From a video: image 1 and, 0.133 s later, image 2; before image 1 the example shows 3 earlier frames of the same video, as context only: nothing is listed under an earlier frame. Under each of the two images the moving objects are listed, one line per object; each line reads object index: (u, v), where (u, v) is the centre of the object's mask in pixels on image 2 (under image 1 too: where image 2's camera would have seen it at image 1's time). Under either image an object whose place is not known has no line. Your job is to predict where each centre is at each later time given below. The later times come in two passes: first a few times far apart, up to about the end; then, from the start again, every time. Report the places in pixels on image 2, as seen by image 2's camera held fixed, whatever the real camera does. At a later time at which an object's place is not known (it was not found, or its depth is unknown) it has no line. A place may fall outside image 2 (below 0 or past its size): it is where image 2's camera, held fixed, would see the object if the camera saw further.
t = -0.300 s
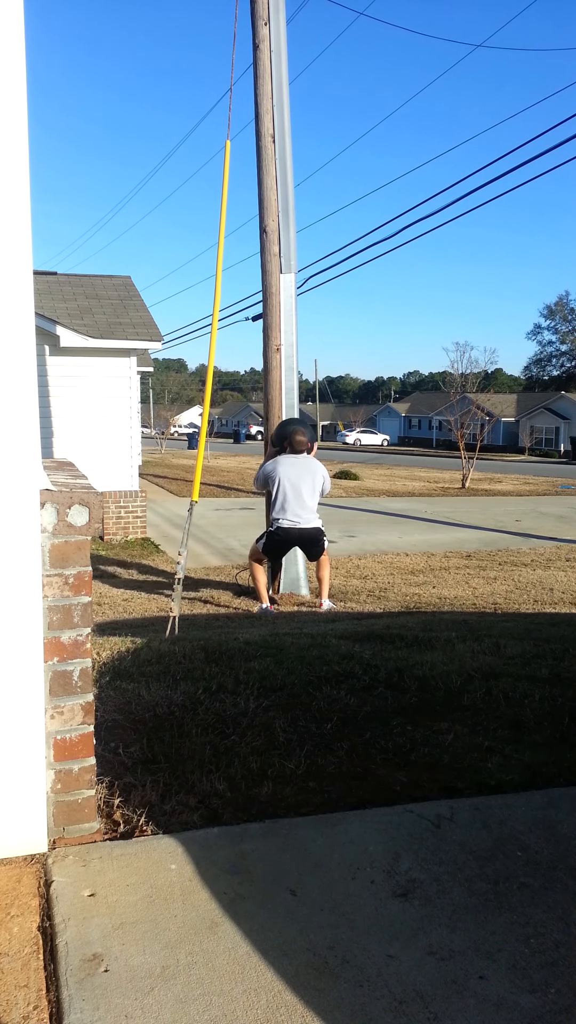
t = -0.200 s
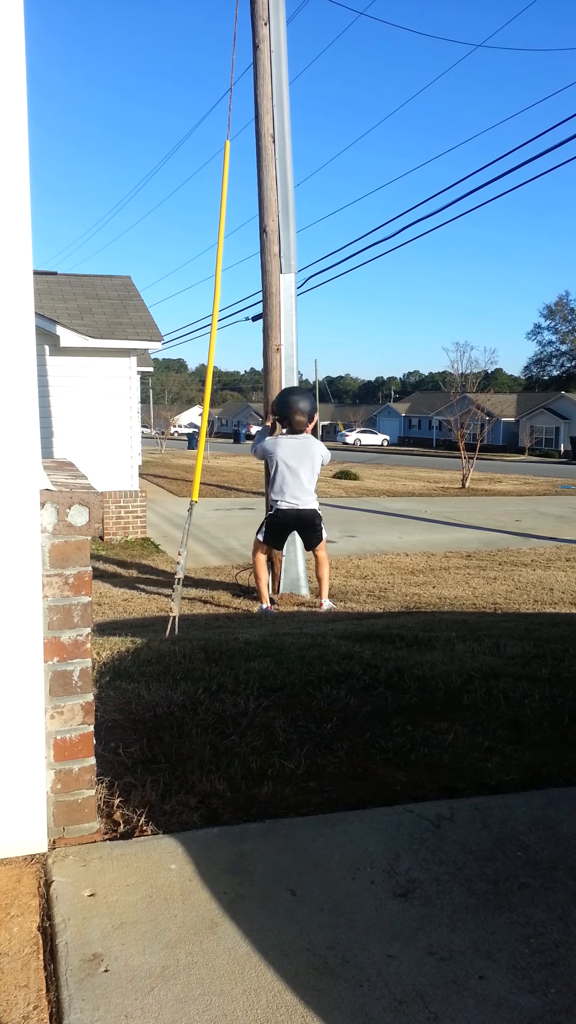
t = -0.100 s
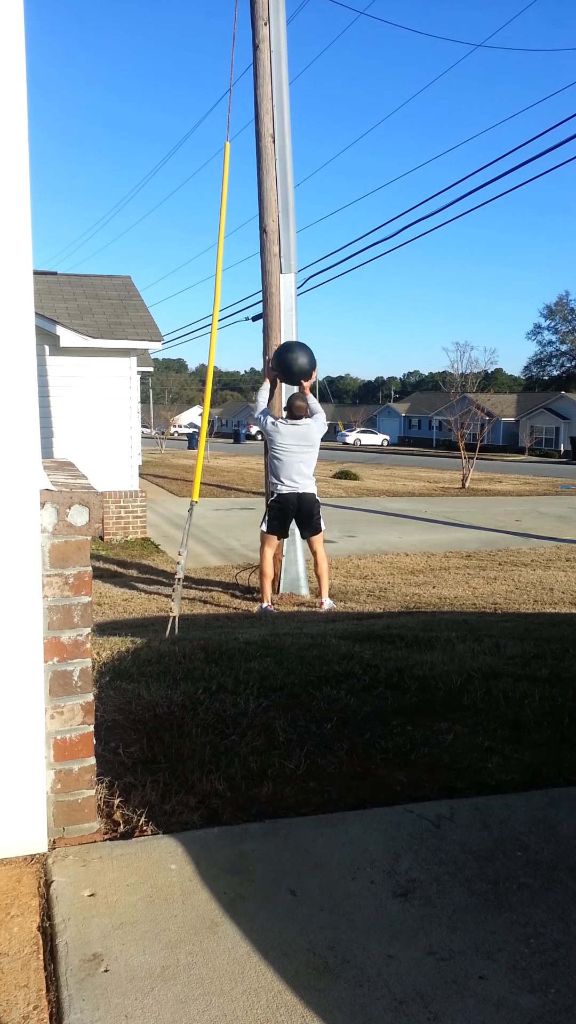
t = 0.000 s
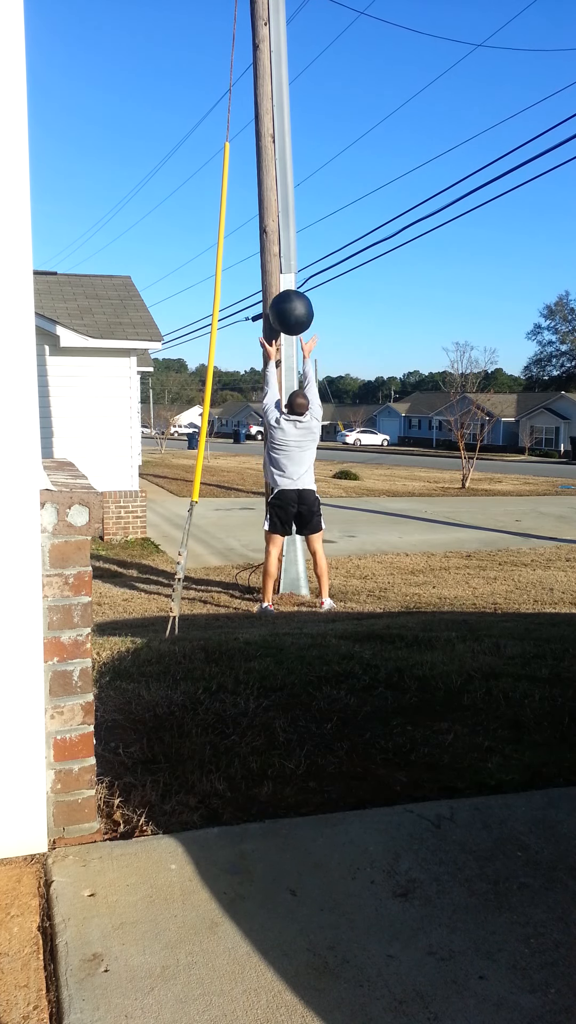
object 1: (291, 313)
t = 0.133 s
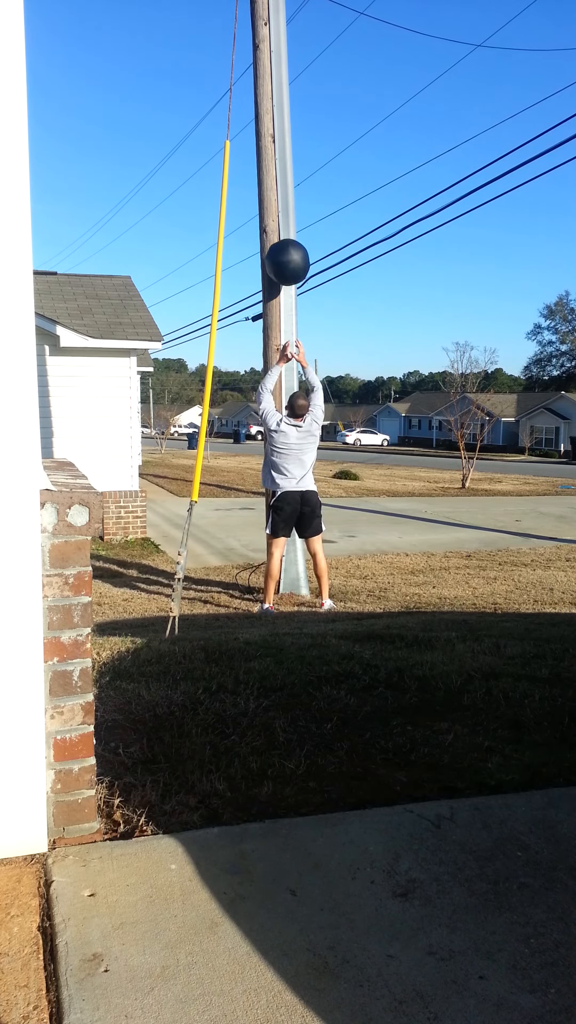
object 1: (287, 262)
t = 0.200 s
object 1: (285, 246)
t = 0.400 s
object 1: (283, 231)
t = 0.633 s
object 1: (285, 275)
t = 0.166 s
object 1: (286, 253)
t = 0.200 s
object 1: (285, 246)
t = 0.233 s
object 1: (285, 240)
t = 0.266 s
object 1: (284, 235)
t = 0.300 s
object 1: (283, 232)
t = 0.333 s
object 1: (283, 231)
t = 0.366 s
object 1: (283, 230)
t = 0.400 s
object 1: (283, 231)
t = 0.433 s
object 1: (284, 233)
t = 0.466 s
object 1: (284, 236)
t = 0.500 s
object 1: (284, 241)
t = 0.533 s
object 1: (284, 248)
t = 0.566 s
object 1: (284, 255)
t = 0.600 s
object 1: (284, 265)
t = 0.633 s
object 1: (285, 275)
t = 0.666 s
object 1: (285, 288)
